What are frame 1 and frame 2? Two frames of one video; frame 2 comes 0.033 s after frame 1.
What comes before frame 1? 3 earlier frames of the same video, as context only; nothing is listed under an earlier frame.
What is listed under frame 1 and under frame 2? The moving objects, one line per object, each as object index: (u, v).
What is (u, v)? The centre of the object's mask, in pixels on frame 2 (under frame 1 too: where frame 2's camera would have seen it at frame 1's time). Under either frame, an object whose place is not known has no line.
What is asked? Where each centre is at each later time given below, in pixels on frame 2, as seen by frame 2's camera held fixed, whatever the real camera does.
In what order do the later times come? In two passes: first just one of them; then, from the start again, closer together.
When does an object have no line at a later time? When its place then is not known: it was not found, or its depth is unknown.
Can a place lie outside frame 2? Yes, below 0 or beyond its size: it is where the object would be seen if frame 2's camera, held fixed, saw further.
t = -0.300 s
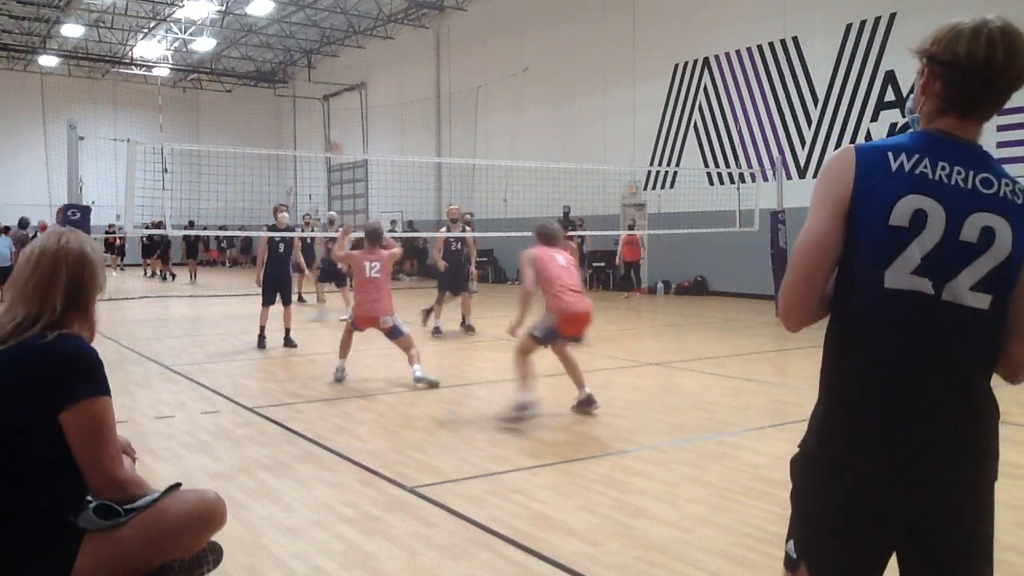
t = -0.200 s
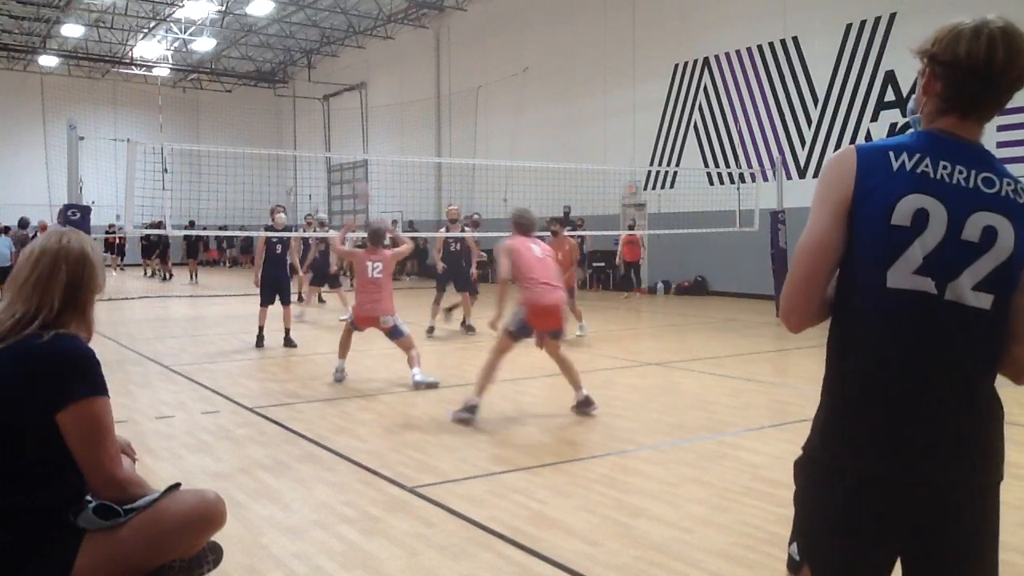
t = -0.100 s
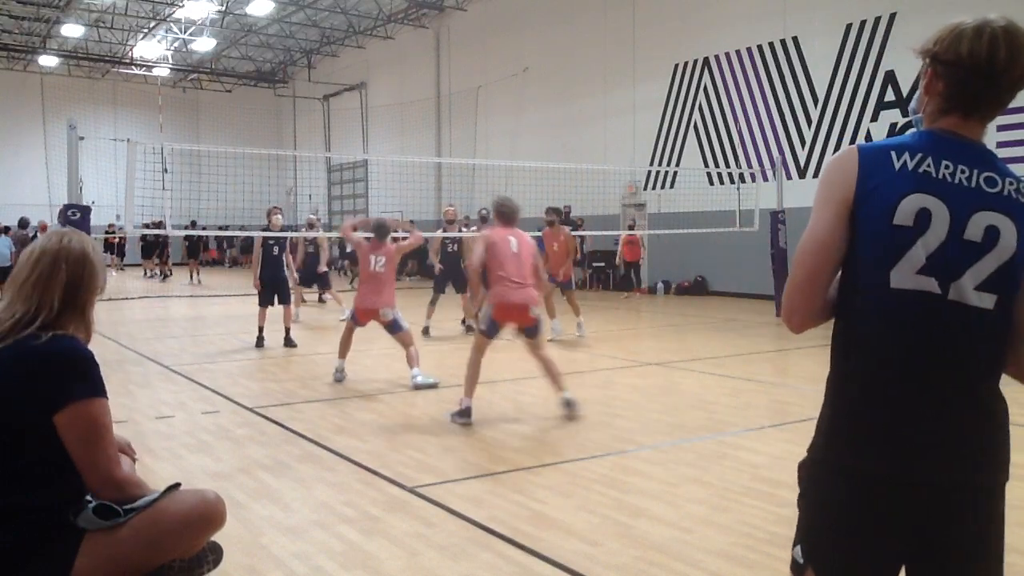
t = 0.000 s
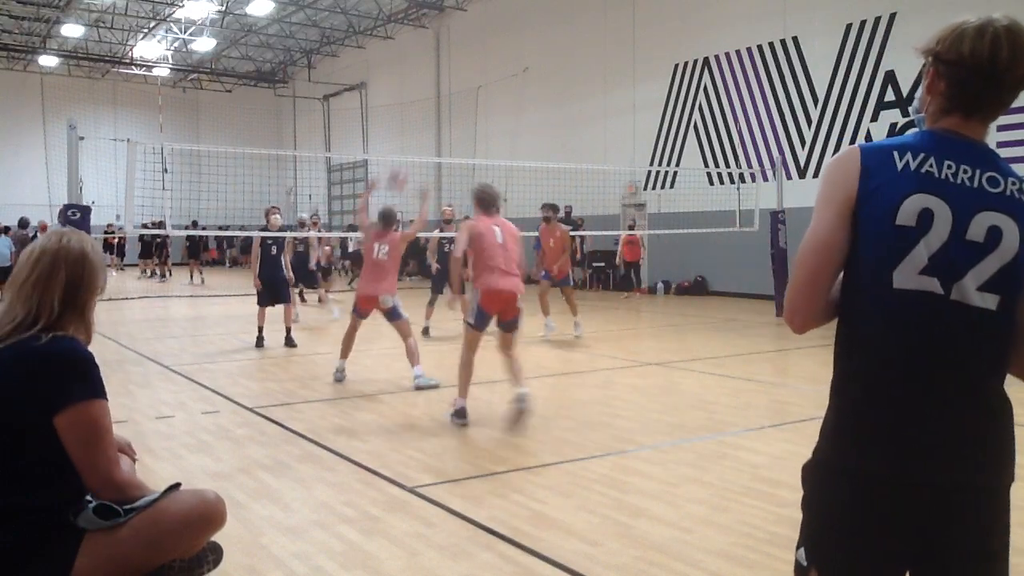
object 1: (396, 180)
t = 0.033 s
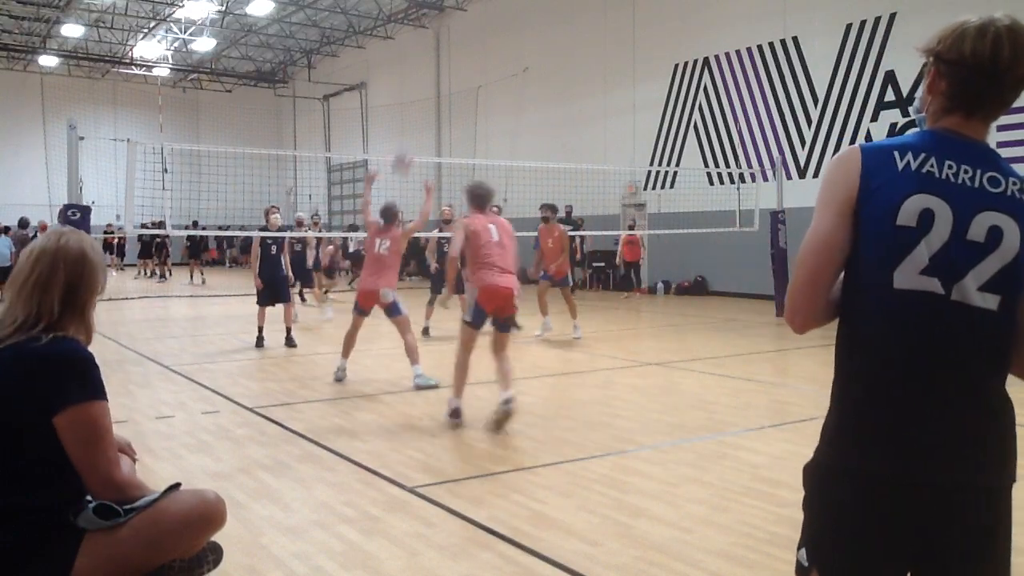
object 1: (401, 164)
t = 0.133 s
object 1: (420, 114)
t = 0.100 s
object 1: (414, 128)
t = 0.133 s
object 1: (420, 114)
